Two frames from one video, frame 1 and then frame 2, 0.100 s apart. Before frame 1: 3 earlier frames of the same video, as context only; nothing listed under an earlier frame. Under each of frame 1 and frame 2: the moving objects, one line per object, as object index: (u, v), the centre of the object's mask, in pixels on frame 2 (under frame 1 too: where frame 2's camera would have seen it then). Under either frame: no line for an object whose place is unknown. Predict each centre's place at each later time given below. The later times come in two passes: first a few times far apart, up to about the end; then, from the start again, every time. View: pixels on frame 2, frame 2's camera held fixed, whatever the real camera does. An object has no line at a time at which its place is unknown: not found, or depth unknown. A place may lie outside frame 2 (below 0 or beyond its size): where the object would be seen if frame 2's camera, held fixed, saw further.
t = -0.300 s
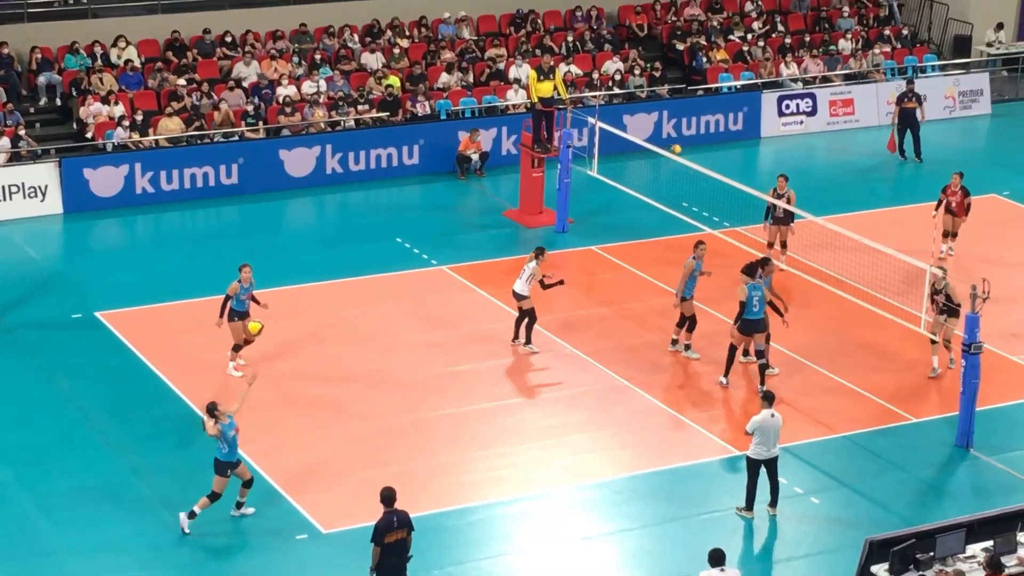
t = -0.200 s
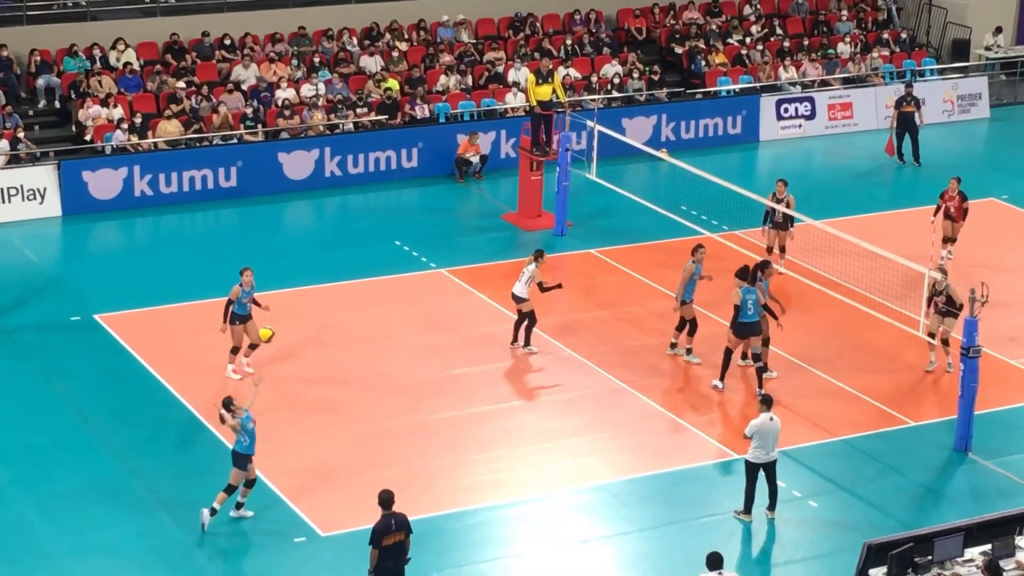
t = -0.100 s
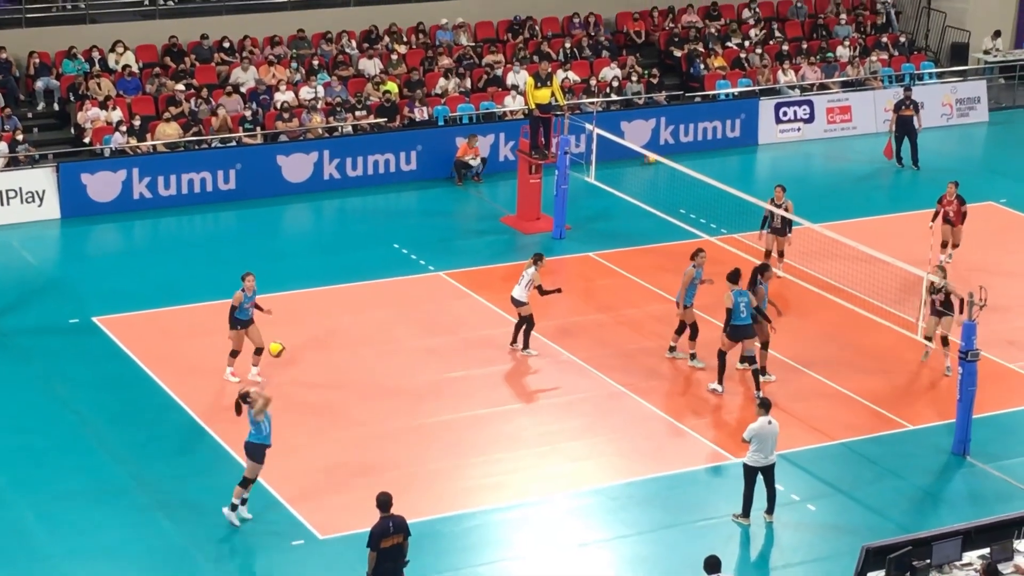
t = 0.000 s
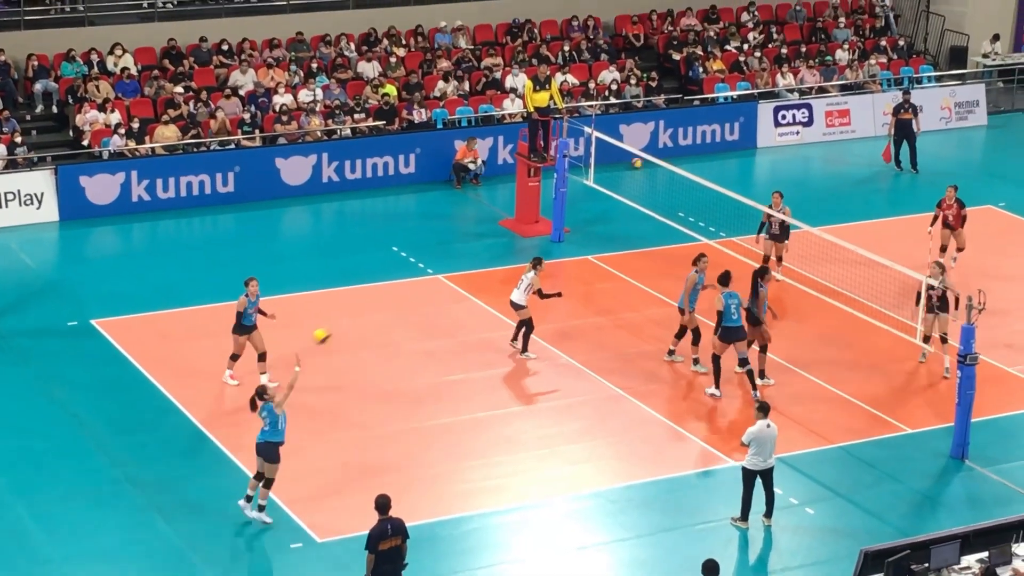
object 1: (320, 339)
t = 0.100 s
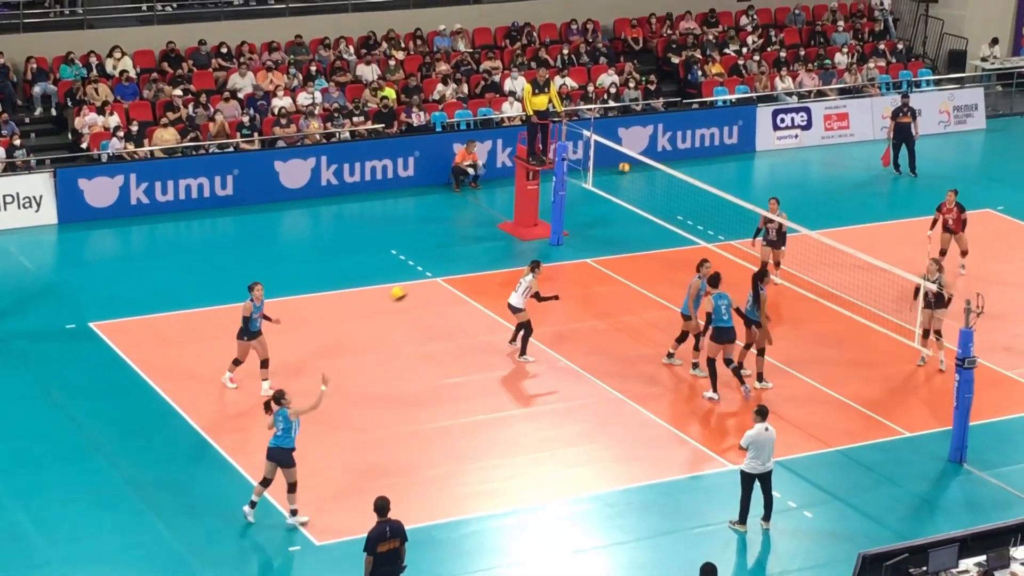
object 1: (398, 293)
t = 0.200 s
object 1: (472, 256)
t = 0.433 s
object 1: (624, 203)
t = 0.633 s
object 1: (738, 189)
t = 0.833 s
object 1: (839, 202)
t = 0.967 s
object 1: (899, 223)
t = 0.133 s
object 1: (424, 279)
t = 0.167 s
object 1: (448, 267)
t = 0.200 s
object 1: (472, 256)
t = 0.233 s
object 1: (495, 246)
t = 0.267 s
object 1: (518, 236)
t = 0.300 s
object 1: (539, 228)
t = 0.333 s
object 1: (561, 220)
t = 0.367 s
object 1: (583, 214)
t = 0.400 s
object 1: (603, 208)
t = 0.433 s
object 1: (624, 203)
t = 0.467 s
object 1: (644, 198)
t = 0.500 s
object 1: (664, 195)
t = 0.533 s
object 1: (683, 192)
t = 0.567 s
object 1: (702, 191)
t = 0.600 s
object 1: (720, 190)
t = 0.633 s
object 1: (738, 189)
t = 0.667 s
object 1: (756, 190)
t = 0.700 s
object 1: (772, 190)
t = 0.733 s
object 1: (789, 192)
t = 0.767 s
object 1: (806, 195)
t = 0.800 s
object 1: (823, 198)
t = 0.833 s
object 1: (839, 202)
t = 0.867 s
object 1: (854, 206)
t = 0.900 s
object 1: (869, 211)
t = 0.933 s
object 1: (884, 217)
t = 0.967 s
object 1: (899, 223)
